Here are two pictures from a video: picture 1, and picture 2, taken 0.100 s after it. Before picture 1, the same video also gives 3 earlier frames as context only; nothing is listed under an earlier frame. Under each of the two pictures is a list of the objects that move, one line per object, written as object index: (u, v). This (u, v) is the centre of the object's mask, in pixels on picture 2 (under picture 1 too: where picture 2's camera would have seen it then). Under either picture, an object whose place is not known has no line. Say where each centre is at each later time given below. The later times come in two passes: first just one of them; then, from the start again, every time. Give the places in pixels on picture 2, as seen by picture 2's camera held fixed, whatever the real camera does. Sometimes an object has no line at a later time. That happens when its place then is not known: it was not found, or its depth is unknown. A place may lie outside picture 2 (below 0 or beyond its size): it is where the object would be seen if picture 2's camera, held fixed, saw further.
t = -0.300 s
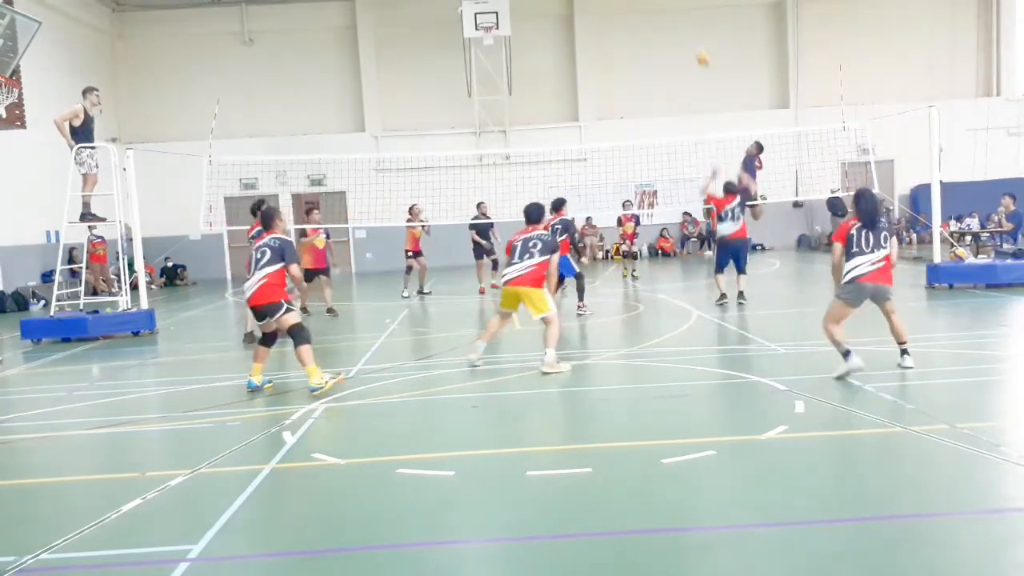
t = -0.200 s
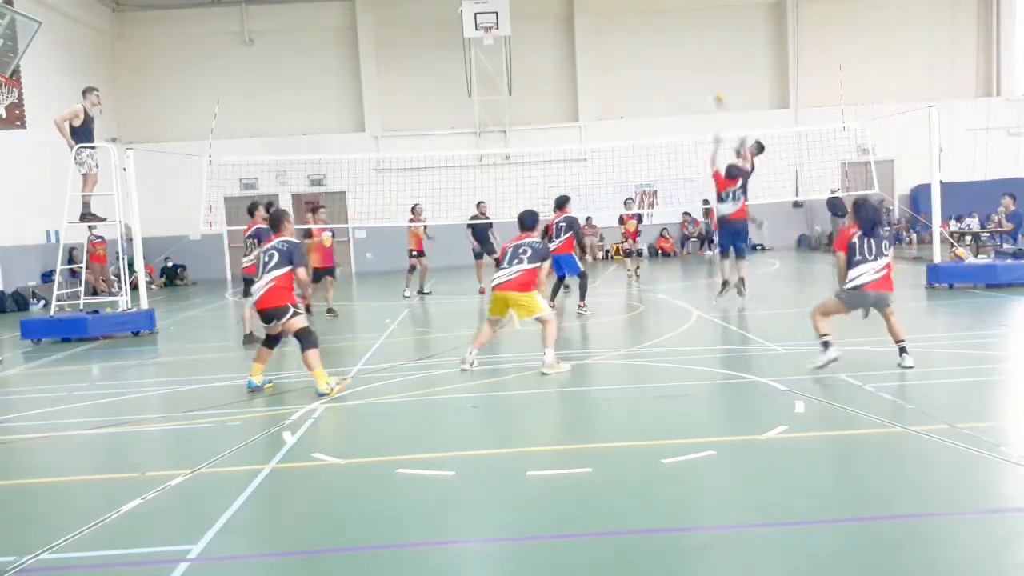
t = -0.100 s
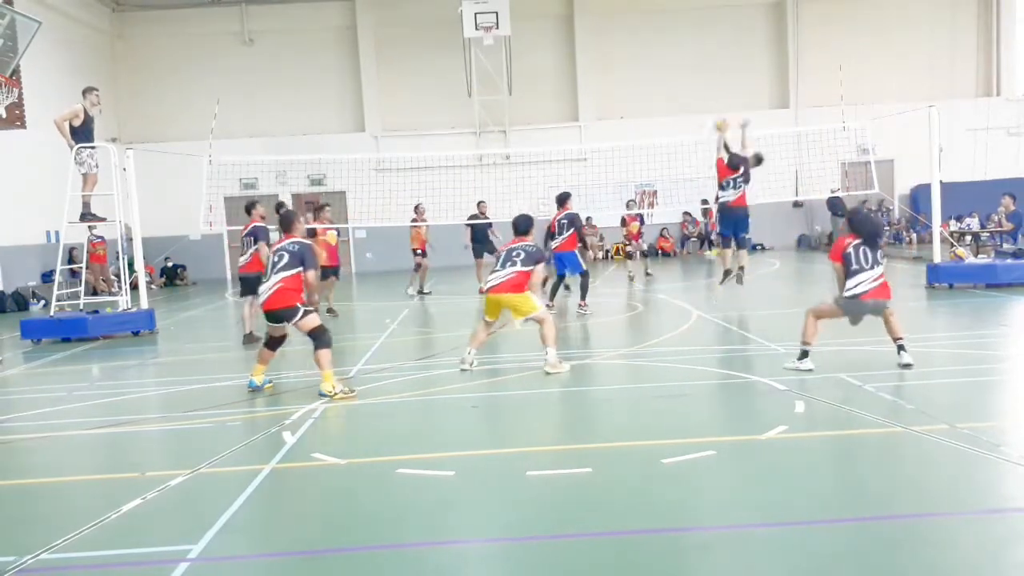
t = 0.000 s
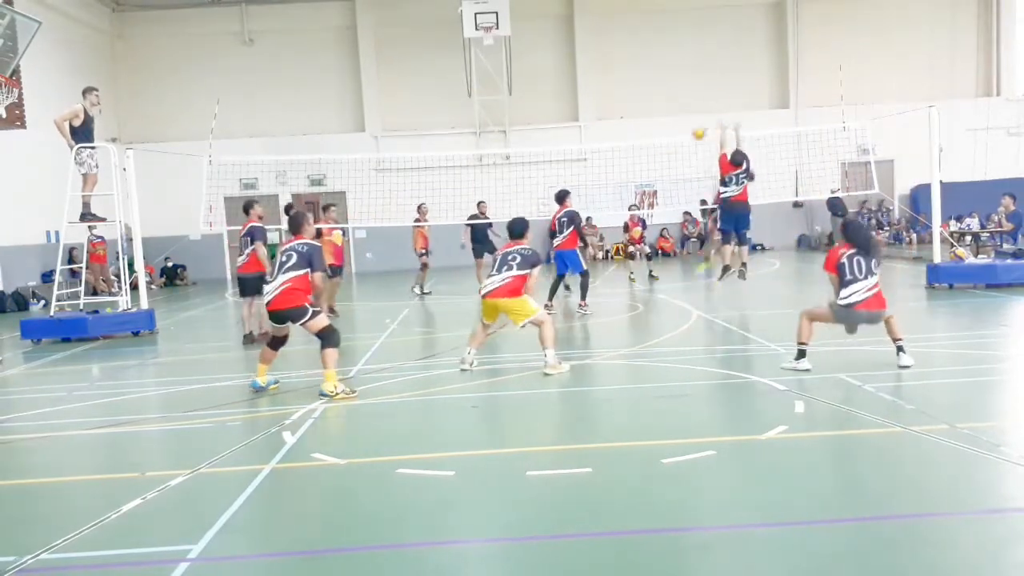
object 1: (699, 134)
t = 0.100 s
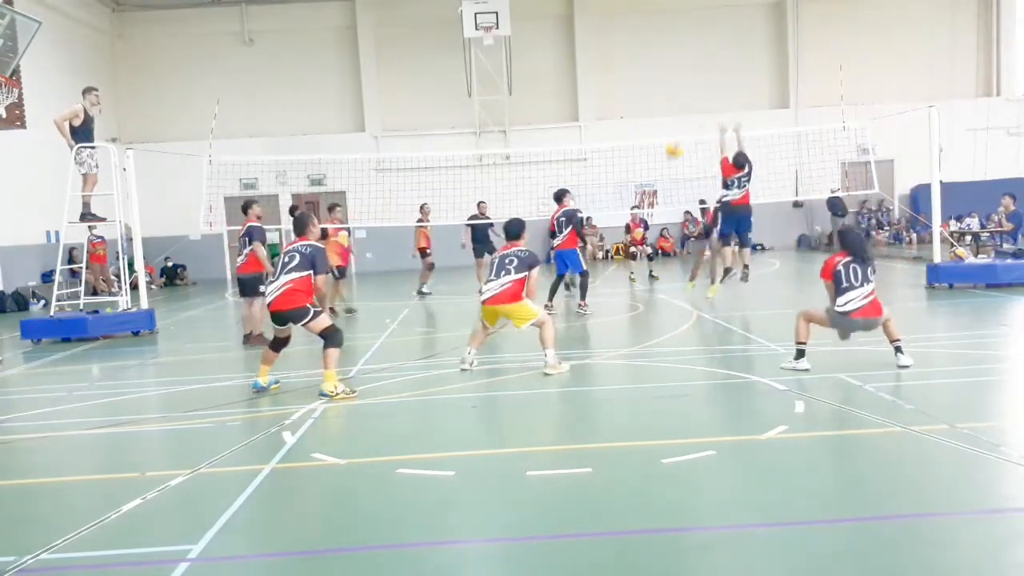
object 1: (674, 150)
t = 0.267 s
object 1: (624, 225)
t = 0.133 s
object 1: (665, 160)
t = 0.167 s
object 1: (657, 170)
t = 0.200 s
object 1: (646, 188)
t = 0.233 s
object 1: (635, 202)
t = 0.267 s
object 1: (624, 225)
